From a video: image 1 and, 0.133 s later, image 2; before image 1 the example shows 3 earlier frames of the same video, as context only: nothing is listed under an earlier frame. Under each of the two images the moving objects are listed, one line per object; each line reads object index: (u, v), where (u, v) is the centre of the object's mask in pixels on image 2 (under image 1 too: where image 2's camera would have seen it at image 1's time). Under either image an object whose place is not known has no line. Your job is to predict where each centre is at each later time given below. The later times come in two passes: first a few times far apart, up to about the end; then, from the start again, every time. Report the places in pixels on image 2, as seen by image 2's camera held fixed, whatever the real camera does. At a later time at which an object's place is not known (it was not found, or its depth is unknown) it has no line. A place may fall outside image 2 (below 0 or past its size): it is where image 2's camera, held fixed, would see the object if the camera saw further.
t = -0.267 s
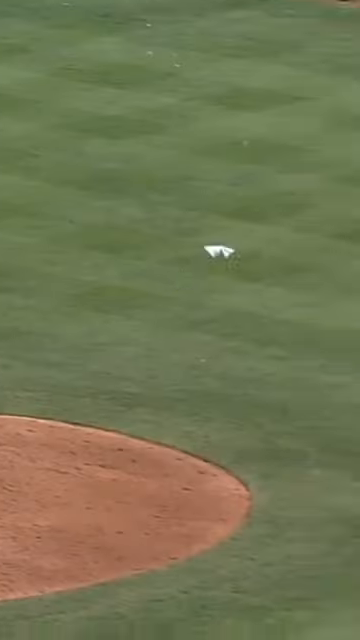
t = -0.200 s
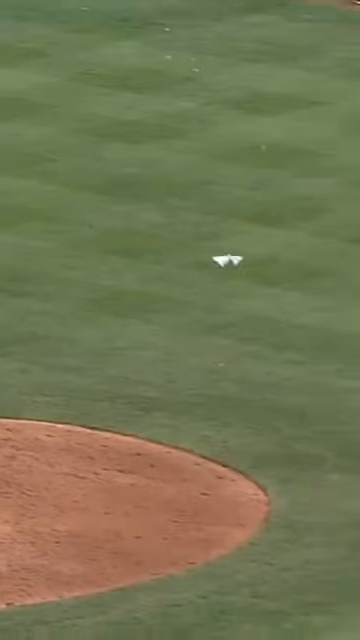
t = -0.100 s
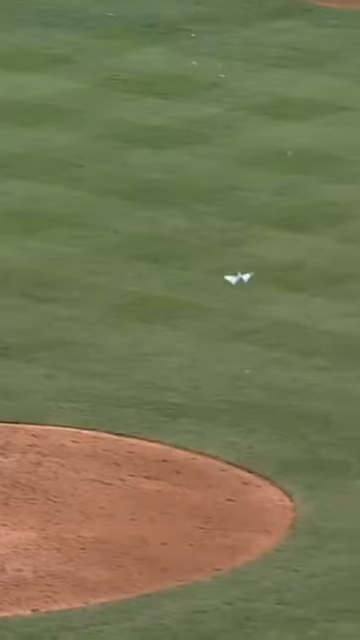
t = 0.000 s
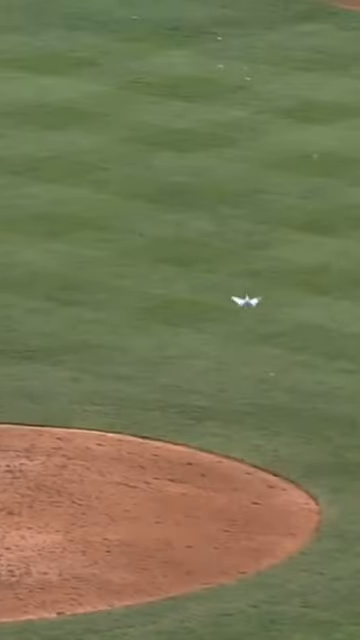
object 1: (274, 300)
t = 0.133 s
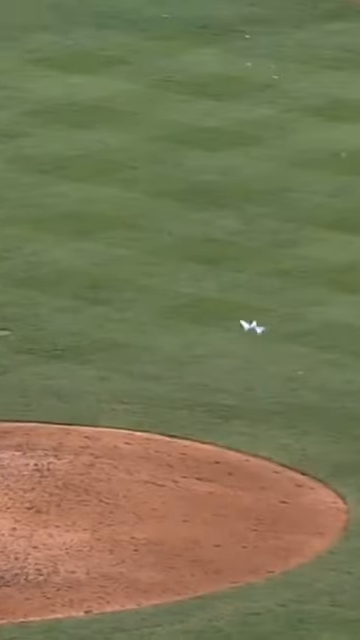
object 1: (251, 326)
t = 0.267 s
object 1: (227, 364)
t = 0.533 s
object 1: (171, 405)
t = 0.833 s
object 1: (50, 408)
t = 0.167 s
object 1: (246, 335)
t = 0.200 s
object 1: (240, 345)
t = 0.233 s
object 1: (234, 355)
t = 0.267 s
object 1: (227, 364)
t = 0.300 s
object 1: (222, 372)
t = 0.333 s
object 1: (216, 379)
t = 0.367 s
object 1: (210, 386)
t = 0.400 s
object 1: (204, 392)
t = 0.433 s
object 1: (197, 397)
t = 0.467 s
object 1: (190, 400)
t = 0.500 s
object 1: (181, 403)
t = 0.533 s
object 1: (171, 405)
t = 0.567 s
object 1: (161, 407)
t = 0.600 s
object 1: (150, 408)
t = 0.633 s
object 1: (138, 409)
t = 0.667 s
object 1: (125, 410)
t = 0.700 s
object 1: (111, 411)
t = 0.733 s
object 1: (98, 410)
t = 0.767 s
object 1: (83, 410)
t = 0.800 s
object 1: (66, 409)
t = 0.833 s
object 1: (50, 408)
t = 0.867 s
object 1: (33, 405)
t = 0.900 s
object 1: (14, 404)
